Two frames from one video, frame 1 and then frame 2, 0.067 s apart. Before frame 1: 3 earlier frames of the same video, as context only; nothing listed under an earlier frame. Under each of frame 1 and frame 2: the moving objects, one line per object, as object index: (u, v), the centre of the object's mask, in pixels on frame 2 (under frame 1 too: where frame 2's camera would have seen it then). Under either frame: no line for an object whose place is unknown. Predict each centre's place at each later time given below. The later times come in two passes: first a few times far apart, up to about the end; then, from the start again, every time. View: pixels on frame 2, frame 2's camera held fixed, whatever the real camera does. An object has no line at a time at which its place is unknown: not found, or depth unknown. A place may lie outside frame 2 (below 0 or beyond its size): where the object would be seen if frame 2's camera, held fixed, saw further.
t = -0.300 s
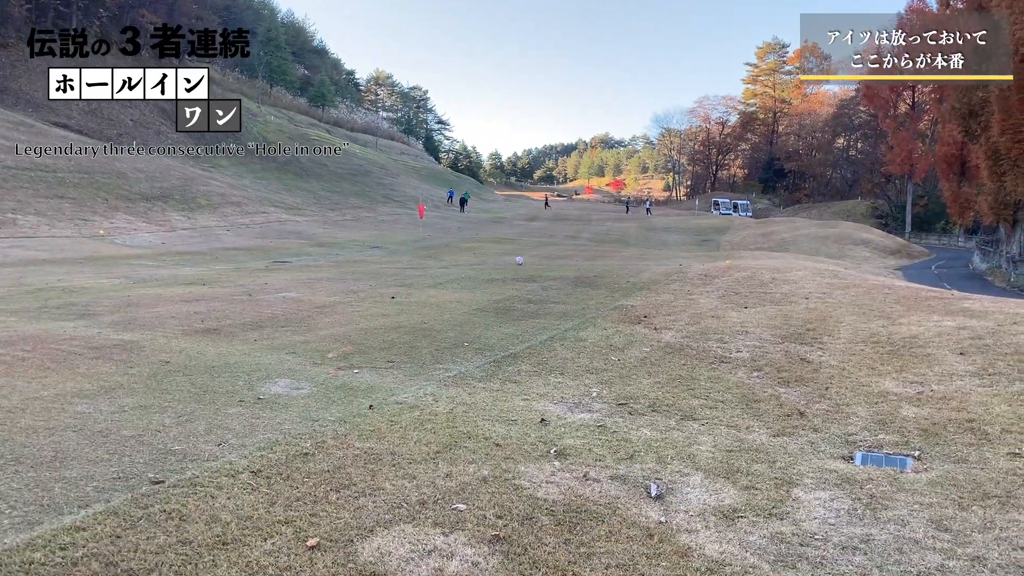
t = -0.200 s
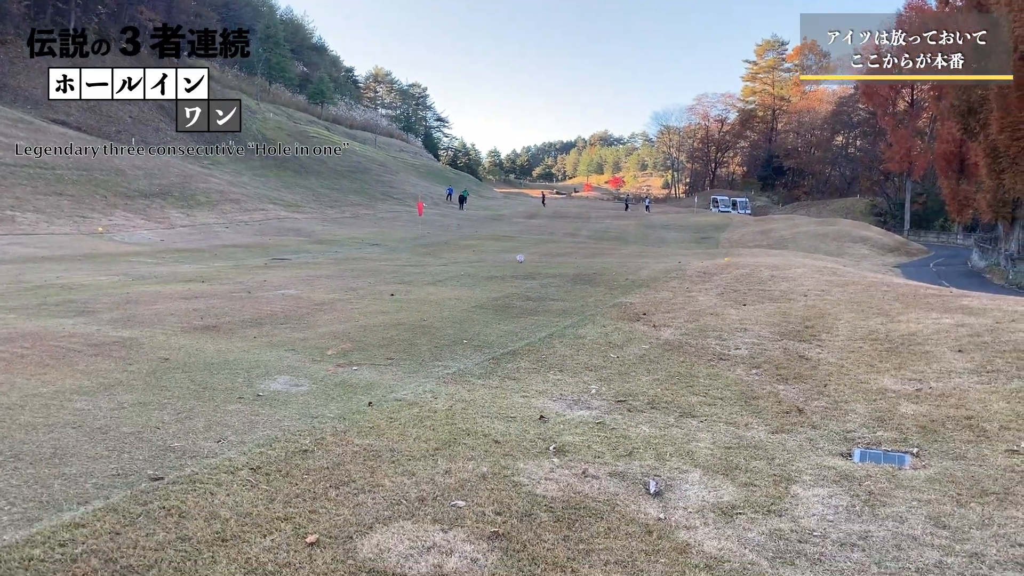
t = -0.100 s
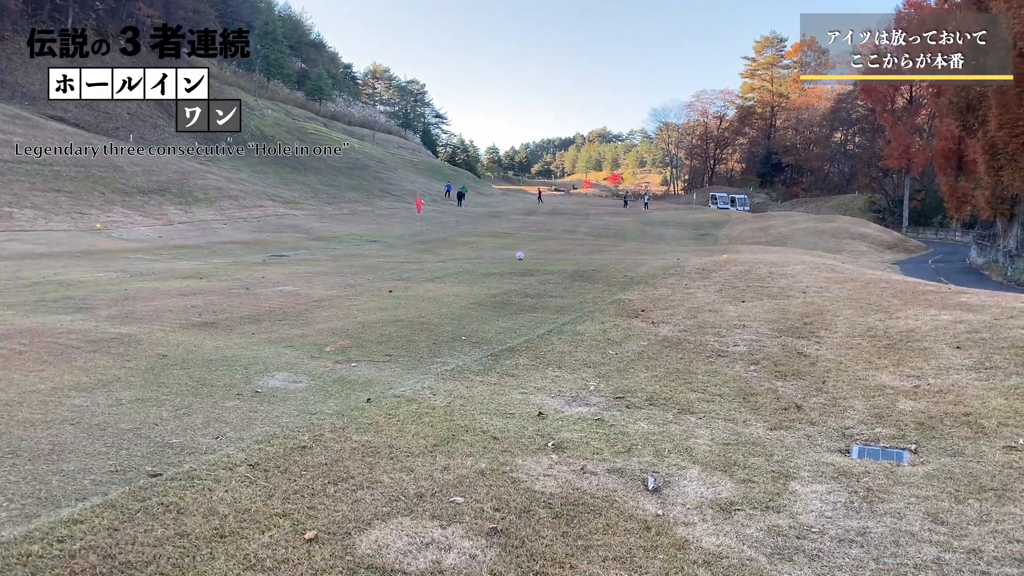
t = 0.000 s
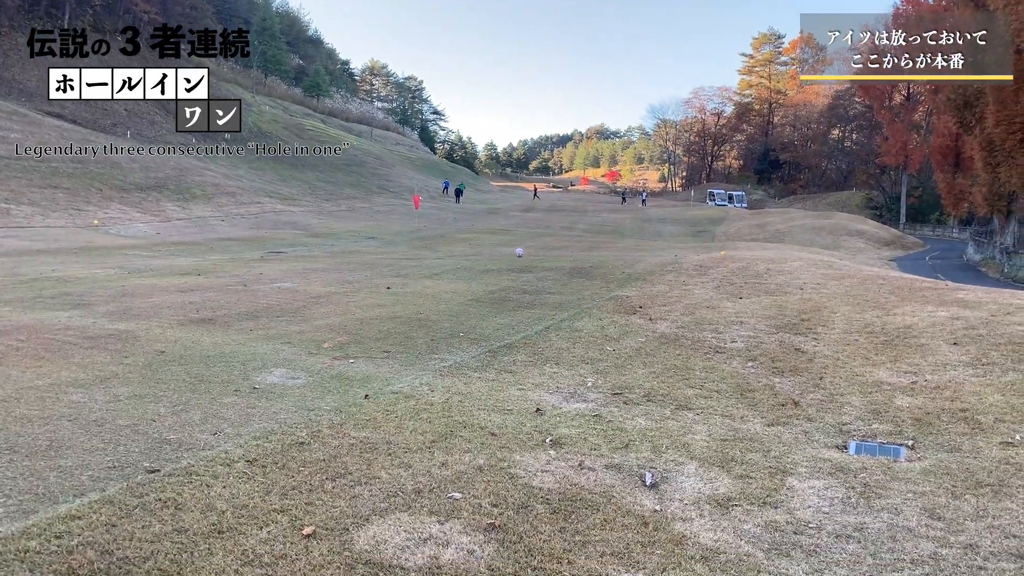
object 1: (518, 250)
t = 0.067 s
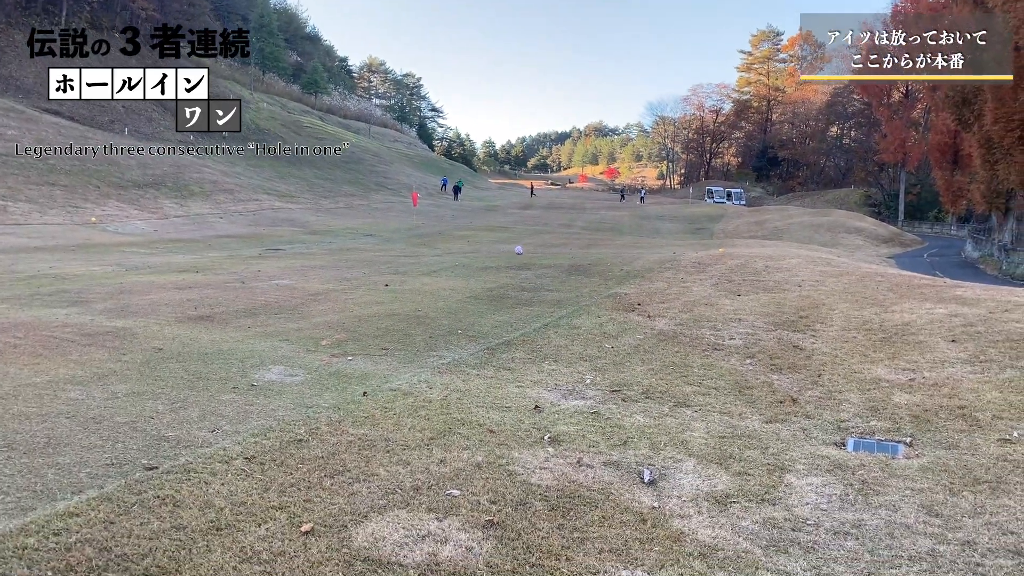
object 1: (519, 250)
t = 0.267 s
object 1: (522, 251)
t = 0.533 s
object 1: (525, 253)
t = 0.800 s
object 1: (528, 255)
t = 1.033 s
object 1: (530, 257)
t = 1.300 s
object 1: (533, 260)
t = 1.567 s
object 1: (535, 263)
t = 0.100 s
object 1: (519, 250)
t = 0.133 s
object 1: (520, 250)
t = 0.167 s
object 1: (520, 251)
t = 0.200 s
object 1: (521, 251)
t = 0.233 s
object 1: (521, 251)
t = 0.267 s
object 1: (522, 251)
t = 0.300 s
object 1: (522, 251)
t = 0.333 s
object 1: (523, 252)
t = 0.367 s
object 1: (523, 252)
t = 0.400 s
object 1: (523, 252)
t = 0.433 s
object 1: (524, 252)
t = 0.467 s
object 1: (524, 252)
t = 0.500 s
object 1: (524, 252)
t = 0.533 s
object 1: (525, 253)
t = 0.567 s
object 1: (525, 253)
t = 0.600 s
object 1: (526, 253)
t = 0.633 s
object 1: (526, 254)
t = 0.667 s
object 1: (527, 254)
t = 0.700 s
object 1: (527, 254)
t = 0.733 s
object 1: (527, 255)
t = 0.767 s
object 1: (528, 255)
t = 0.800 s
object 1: (528, 255)
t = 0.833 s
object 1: (528, 255)
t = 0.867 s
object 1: (528, 255)
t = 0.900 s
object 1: (528, 256)
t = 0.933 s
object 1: (529, 256)
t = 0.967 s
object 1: (529, 256)
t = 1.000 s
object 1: (529, 257)
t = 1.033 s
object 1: (530, 257)
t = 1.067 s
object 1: (530, 257)
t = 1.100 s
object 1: (530, 257)
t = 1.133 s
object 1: (531, 258)
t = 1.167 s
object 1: (531, 258)
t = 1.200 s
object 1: (532, 259)
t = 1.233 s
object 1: (532, 259)
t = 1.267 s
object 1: (532, 259)
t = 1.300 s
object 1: (533, 260)
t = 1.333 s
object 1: (533, 260)
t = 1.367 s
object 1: (533, 260)
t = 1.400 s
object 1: (534, 261)
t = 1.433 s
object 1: (534, 262)
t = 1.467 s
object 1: (534, 261)
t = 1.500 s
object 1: (534, 261)
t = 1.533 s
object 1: (535, 262)
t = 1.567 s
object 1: (535, 263)
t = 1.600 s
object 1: (536, 264)
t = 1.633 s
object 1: (535, 265)
